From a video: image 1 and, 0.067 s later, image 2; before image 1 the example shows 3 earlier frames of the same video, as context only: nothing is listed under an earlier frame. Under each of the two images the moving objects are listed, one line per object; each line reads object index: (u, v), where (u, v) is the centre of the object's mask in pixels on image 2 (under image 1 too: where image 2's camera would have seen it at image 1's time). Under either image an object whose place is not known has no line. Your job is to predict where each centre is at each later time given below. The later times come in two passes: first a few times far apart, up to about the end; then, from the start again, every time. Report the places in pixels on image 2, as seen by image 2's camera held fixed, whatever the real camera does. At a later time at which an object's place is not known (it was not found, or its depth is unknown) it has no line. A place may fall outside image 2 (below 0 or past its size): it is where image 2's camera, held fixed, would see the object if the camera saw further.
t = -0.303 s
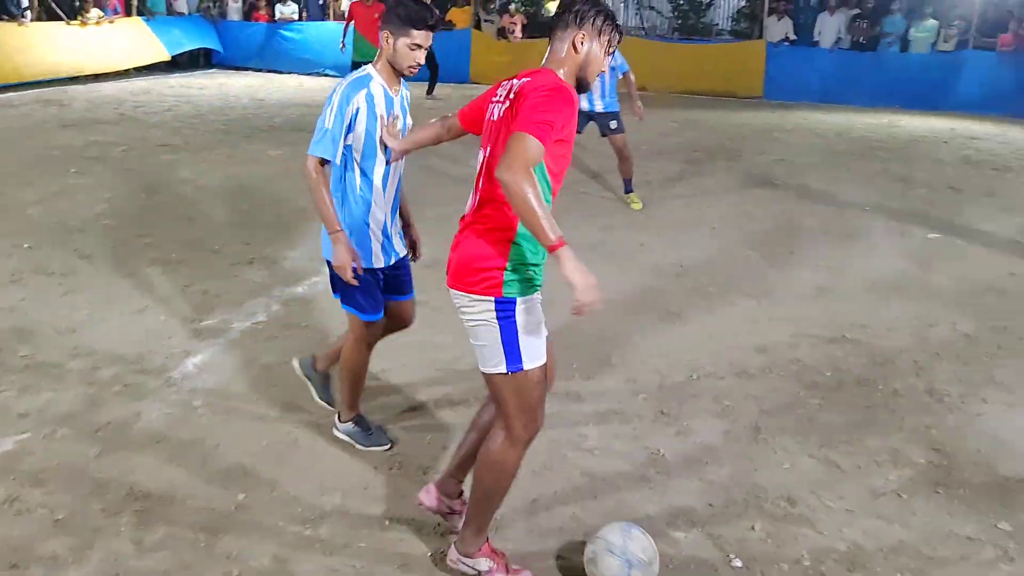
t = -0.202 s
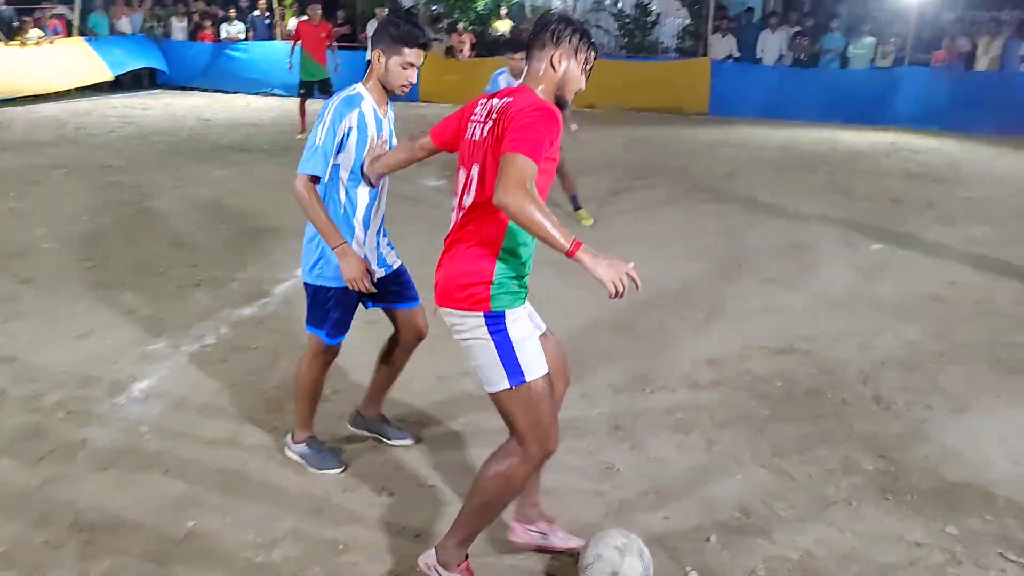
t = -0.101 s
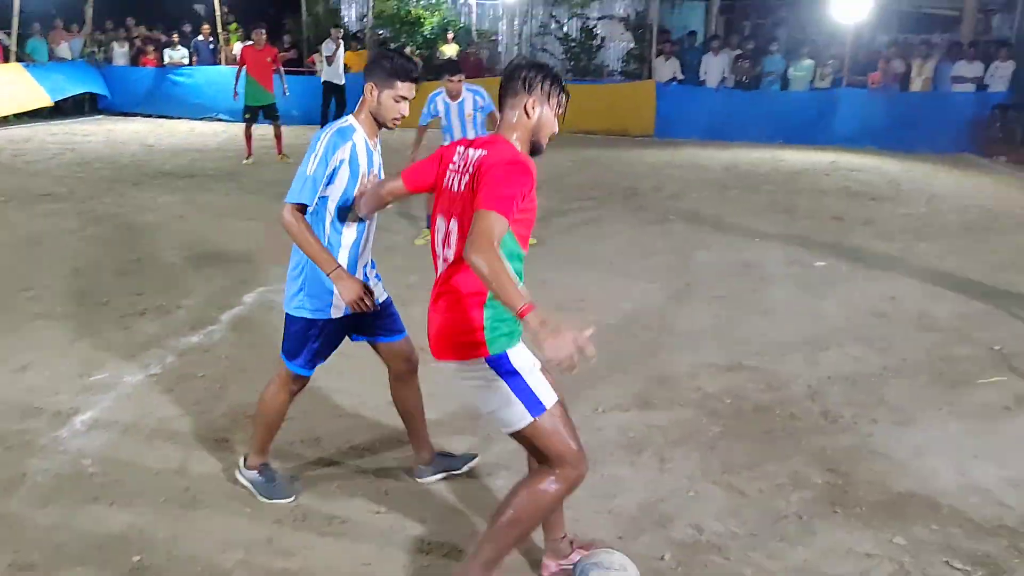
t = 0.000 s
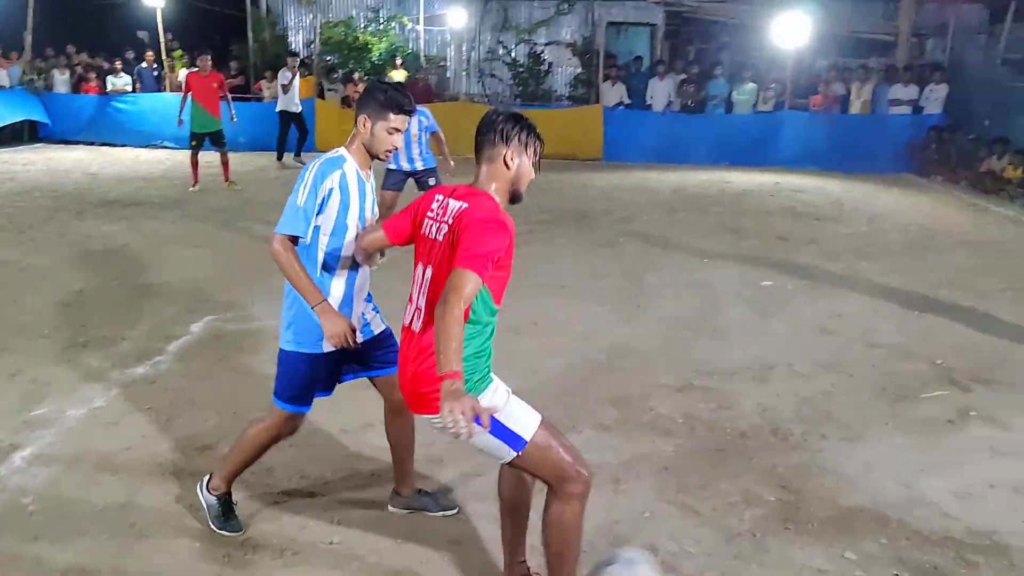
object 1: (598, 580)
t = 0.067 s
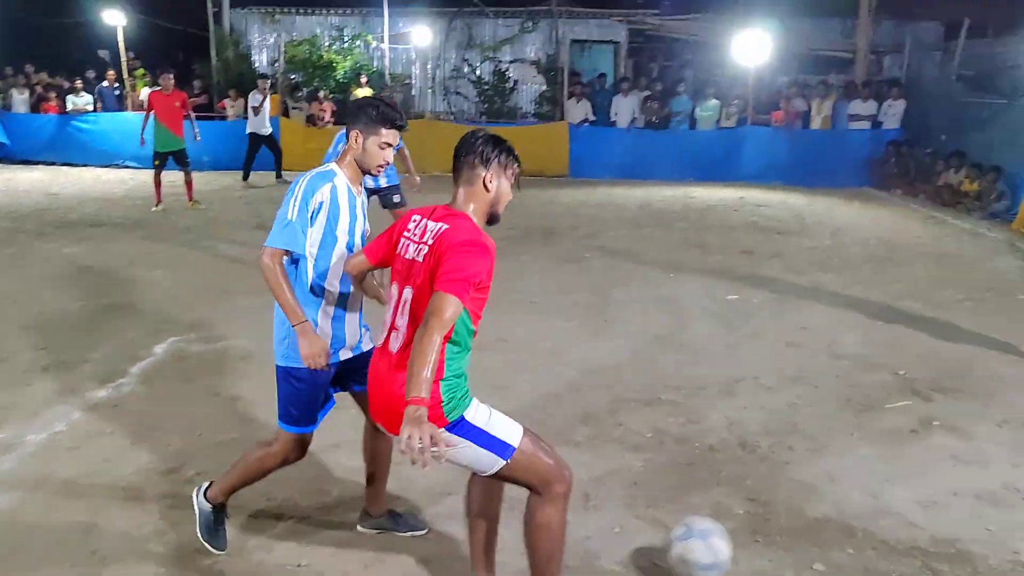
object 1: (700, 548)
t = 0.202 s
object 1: (849, 498)
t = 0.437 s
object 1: (989, 424)
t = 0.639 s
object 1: (1073, 397)
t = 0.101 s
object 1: (742, 532)
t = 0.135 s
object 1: (781, 518)
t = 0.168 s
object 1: (817, 507)
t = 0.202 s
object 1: (849, 498)
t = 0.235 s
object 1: (876, 477)
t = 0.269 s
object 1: (898, 460)
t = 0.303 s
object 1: (921, 446)
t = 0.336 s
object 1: (941, 436)
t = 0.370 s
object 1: (961, 430)
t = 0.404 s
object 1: (977, 425)
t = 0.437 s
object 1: (989, 424)
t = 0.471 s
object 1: (1008, 423)
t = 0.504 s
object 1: (1023, 414)
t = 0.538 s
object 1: (1036, 406)
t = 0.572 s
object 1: (1050, 400)
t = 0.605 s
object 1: (1062, 398)
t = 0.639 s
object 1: (1073, 397)
